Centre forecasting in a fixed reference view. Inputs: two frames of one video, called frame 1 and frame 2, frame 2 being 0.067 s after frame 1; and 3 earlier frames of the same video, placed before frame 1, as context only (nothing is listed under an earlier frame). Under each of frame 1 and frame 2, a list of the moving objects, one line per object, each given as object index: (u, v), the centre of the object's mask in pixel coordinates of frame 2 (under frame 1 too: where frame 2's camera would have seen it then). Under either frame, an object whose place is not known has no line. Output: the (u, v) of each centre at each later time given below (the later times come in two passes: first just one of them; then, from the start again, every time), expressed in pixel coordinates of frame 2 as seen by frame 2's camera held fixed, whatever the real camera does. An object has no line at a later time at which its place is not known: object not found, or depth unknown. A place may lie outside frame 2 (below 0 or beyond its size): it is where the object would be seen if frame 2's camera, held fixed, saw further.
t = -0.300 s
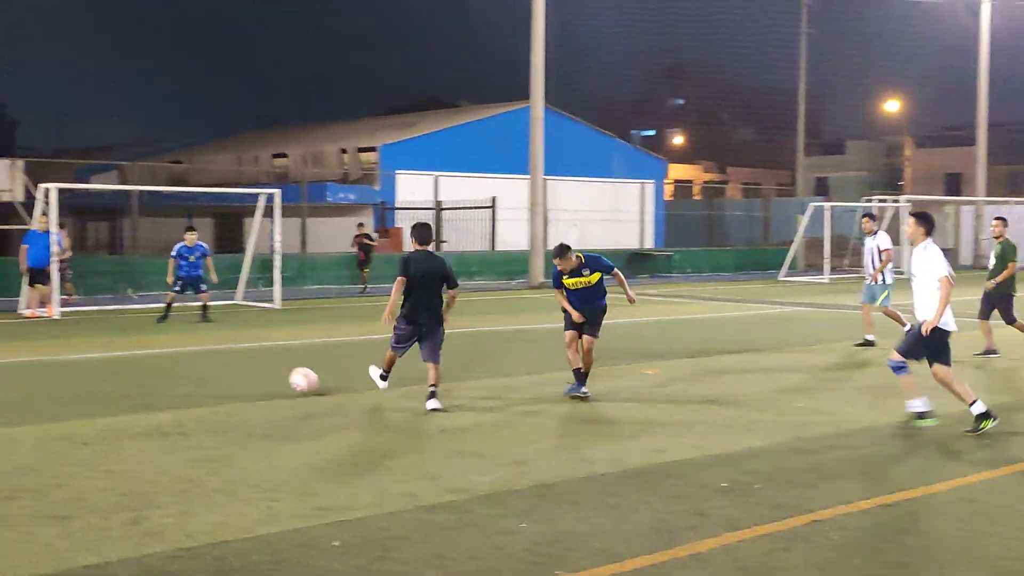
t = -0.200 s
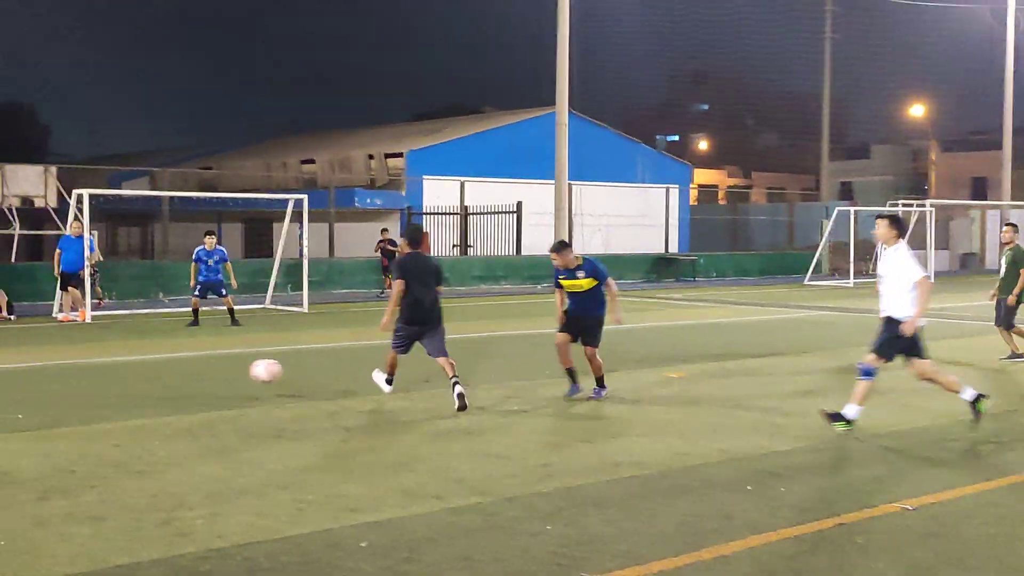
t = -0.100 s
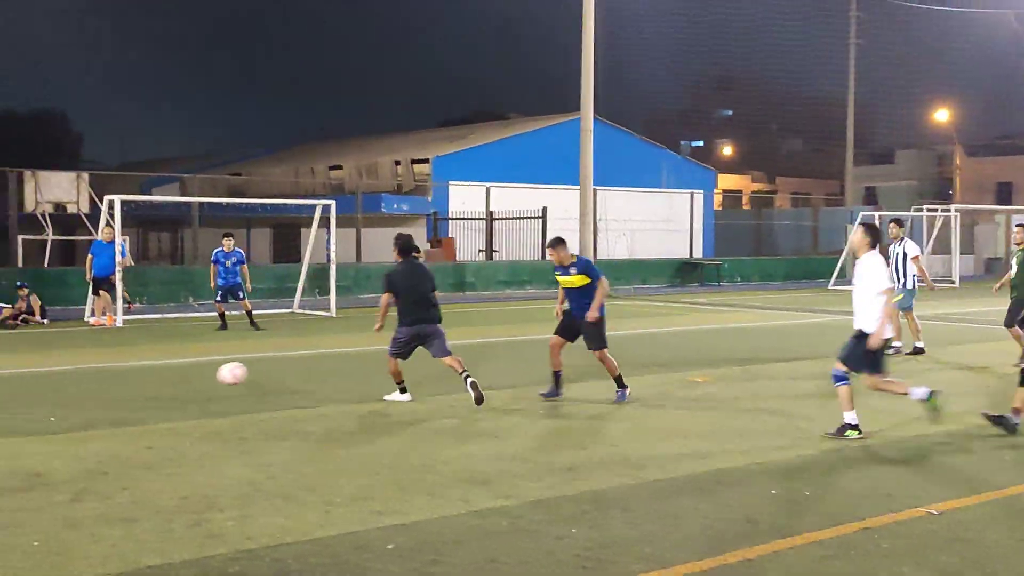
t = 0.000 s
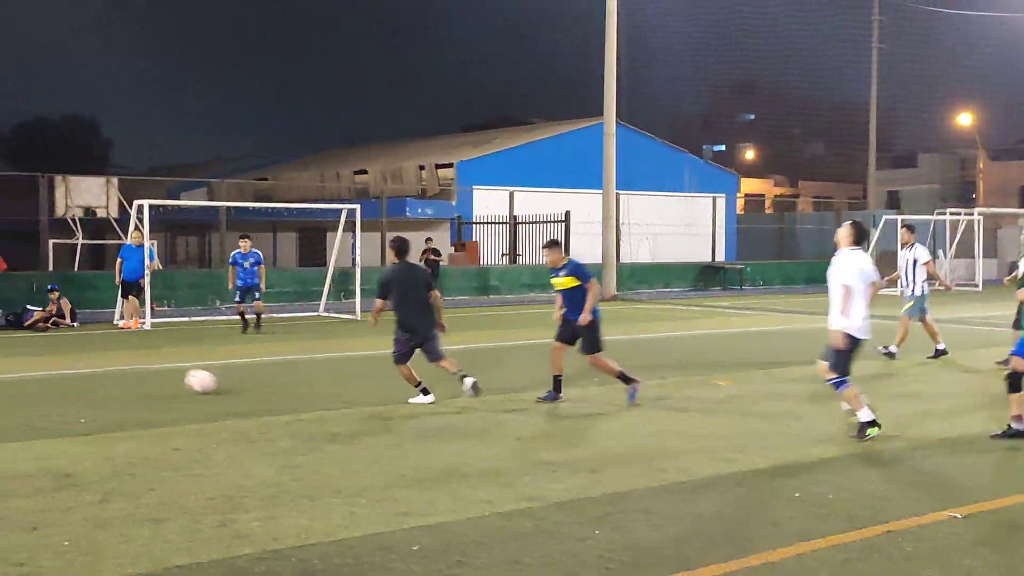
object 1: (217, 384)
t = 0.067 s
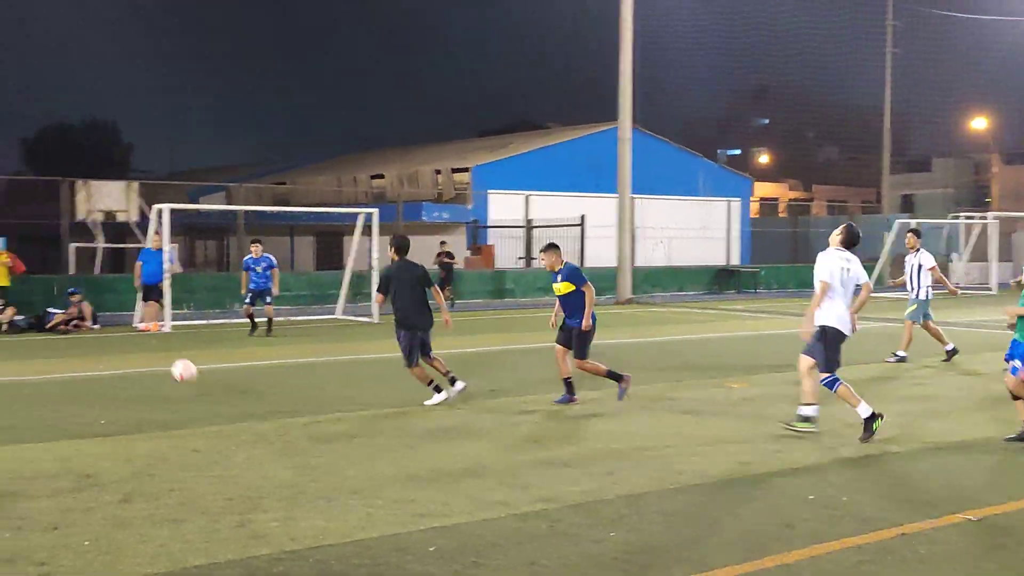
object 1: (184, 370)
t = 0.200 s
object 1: (121, 361)
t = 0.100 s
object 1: (167, 366)
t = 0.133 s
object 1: (152, 363)
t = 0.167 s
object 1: (137, 362)
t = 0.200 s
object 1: (121, 361)
